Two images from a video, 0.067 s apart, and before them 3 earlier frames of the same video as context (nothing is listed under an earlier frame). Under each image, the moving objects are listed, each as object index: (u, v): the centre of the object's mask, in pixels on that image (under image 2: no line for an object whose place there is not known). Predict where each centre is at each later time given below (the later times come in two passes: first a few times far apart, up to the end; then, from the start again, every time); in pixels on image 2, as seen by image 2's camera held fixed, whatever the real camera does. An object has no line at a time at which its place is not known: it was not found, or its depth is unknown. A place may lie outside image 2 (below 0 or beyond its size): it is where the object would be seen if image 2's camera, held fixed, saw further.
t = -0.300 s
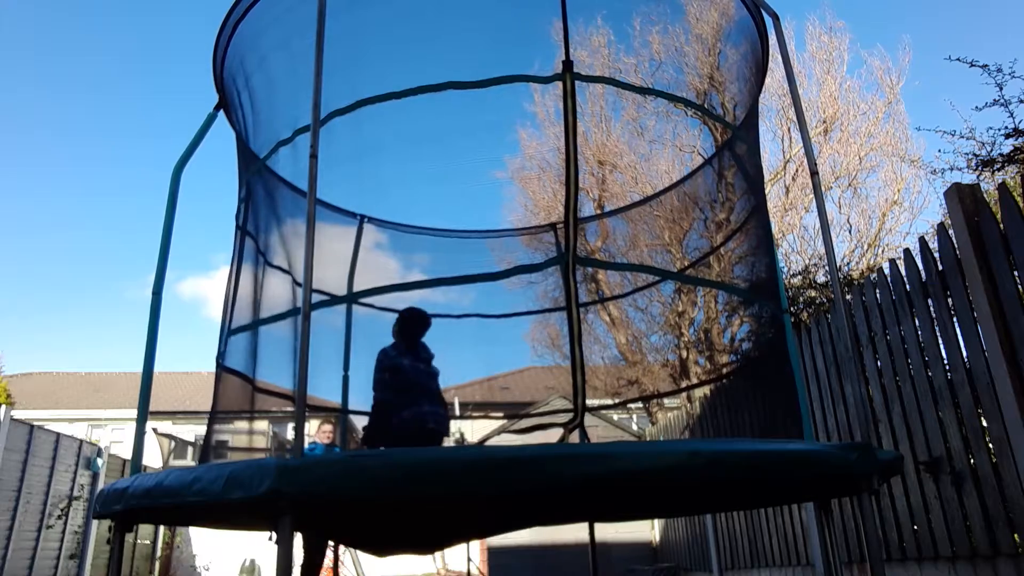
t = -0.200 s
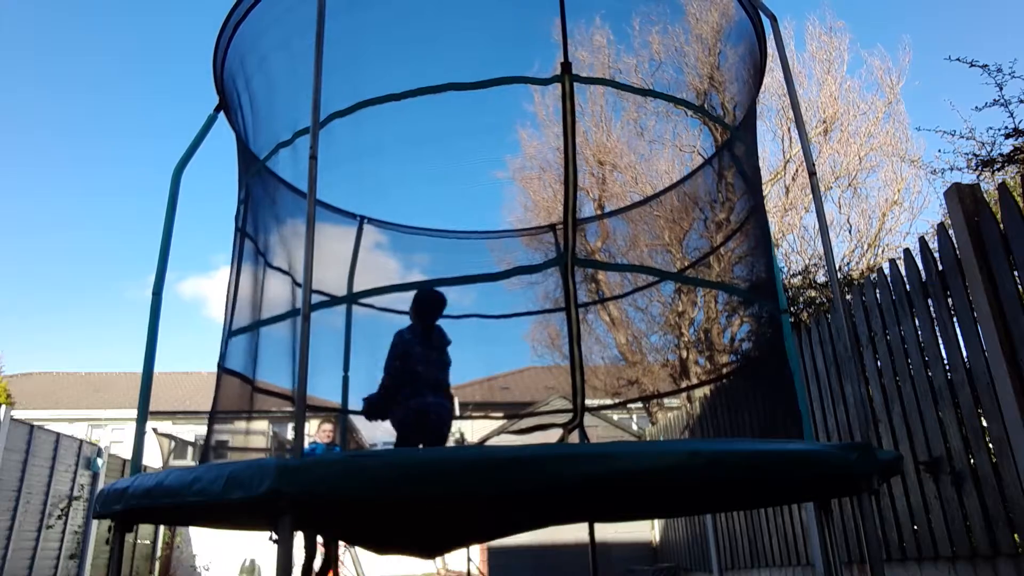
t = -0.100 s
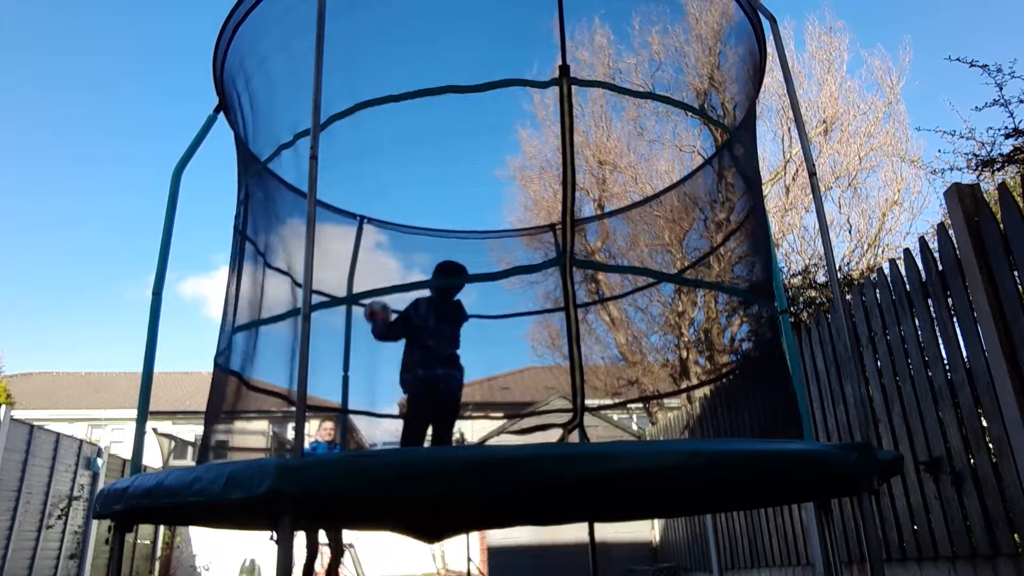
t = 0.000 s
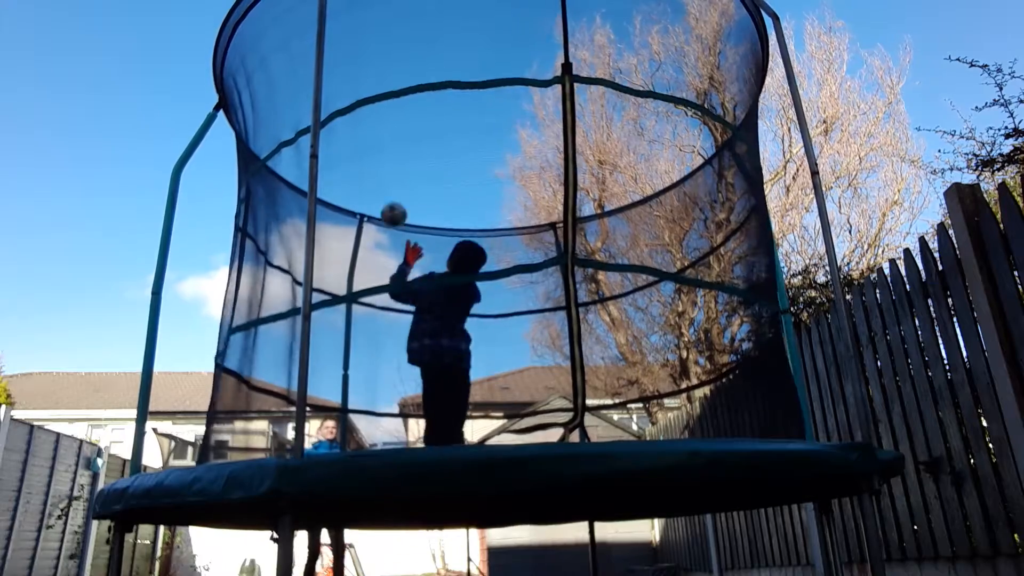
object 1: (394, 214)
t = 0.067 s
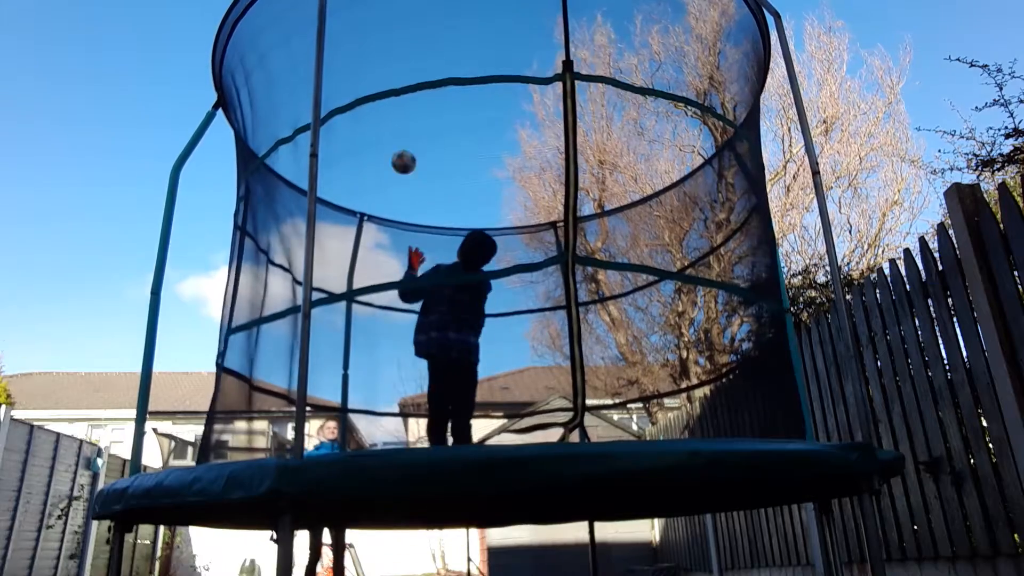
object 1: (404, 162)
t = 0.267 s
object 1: (429, 55)
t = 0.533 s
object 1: (461, 7)
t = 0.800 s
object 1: (492, 43)
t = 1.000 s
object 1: (520, 135)
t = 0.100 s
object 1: (408, 140)
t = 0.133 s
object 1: (412, 119)
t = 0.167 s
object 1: (417, 102)
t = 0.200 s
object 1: (421, 84)
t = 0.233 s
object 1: (425, 69)
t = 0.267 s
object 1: (429, 55)
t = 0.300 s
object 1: (433, 43)
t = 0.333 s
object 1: (438, 33)
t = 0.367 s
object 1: (441, 24)
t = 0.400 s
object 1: (445, 17)
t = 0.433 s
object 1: (449, 12)
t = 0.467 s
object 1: (453, 9)
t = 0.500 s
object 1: (457, 8)
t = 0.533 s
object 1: (461, 7)
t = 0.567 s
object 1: (464, 7)
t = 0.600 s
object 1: (468, 8)
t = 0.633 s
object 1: (473, 10)
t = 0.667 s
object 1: (476, 12)
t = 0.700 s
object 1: (480, 18)
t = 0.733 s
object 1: (484, 25)
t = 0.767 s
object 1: (488, 33)
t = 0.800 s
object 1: (492, 43)
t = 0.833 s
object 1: (496, 54)
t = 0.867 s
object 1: (500, 66)
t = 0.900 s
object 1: (506, 82)
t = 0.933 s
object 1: (510, 99)
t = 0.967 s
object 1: (515, 116)
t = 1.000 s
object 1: (520, 135)
